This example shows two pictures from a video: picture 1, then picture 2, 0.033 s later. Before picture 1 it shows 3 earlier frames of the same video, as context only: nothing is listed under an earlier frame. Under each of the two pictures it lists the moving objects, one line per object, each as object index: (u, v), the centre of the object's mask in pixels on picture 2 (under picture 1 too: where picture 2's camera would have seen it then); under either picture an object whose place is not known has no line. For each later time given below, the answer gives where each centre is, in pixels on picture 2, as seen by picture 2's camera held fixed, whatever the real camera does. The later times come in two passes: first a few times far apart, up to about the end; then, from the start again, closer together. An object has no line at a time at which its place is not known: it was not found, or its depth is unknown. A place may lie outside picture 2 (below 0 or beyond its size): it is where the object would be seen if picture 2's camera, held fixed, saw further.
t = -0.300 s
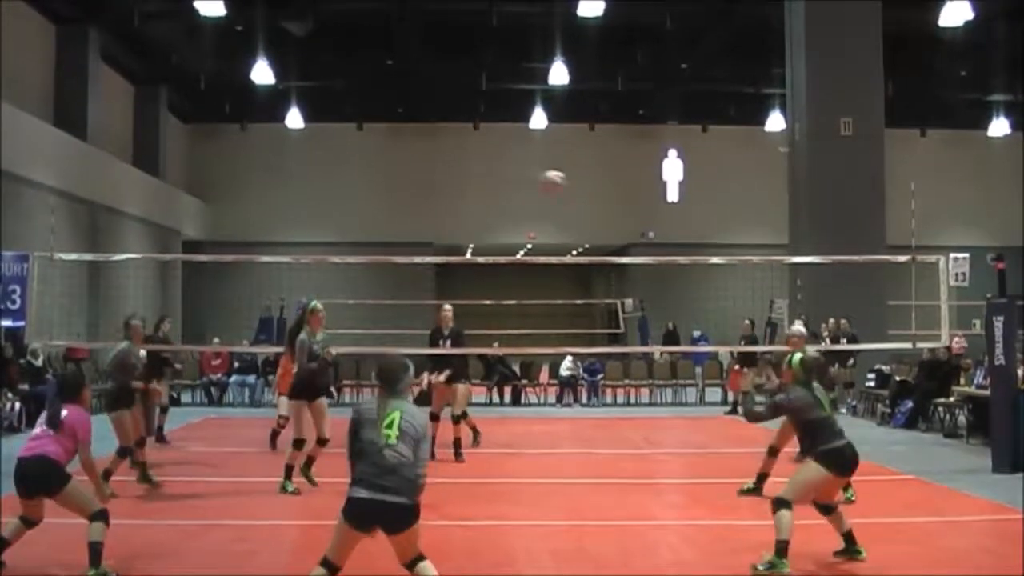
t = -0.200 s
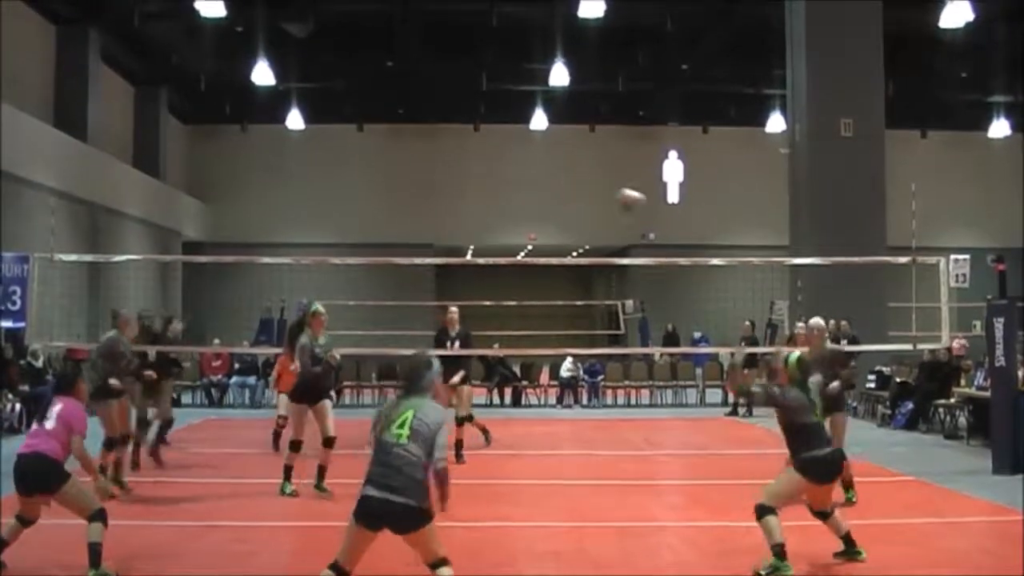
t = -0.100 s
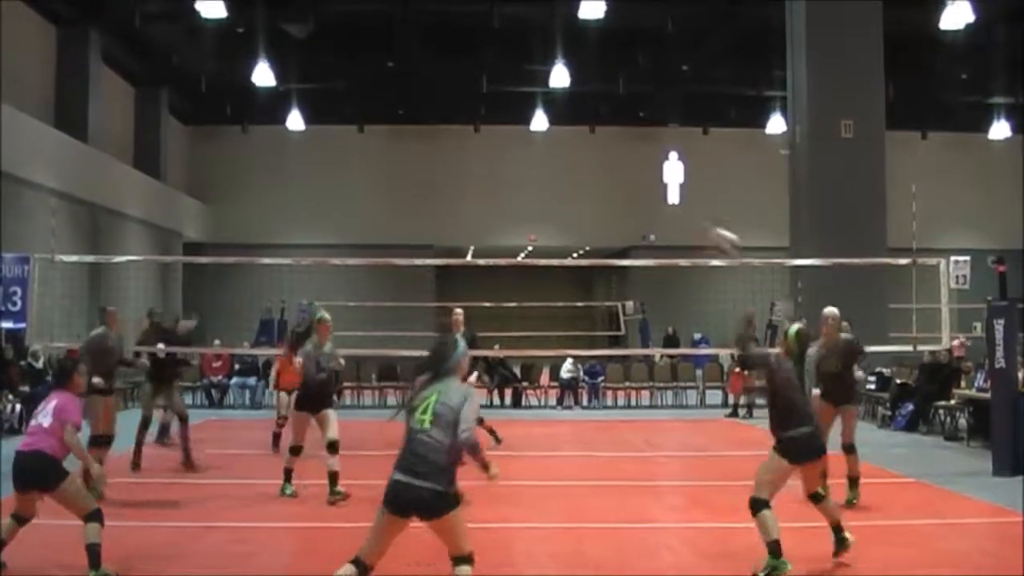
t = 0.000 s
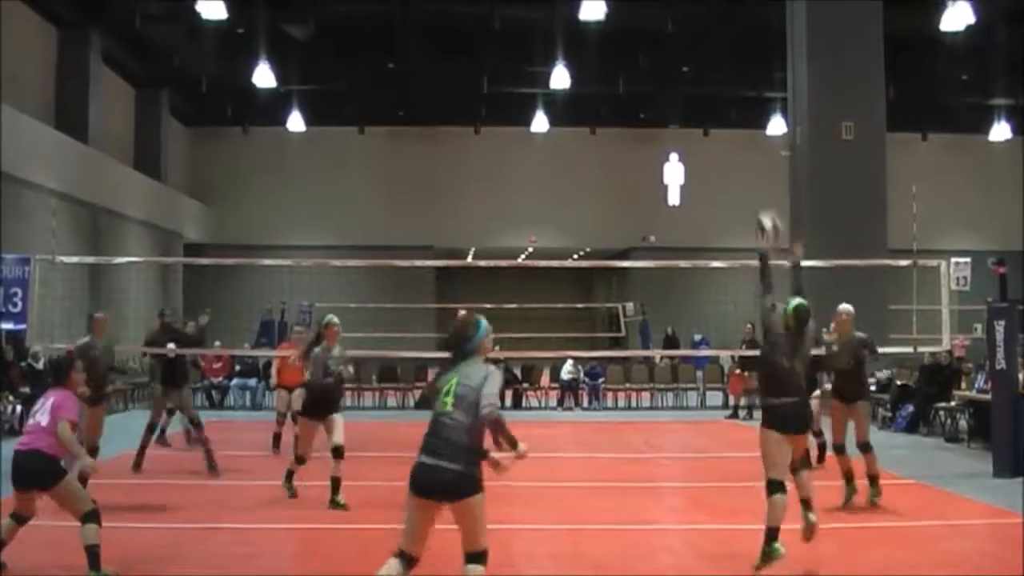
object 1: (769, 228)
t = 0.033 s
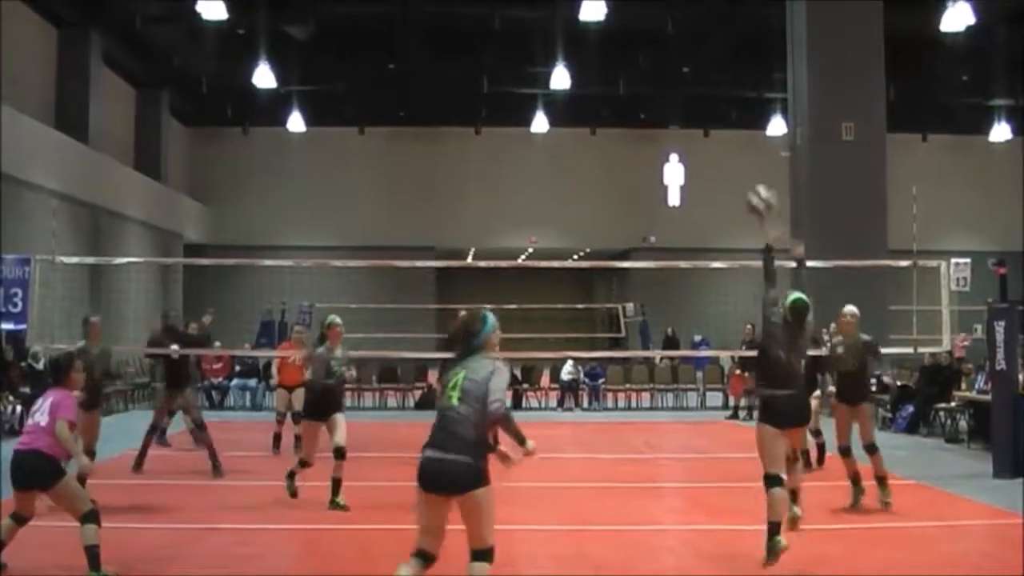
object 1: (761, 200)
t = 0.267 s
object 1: (714, 76)
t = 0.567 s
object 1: (658, 29)
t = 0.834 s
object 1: (614, 89)
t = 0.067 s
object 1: (755, 177)
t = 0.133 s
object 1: (740, 134)
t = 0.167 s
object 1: (733, 118)
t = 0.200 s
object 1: (727, 102)
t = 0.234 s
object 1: (720, 88)
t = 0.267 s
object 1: (714, 76)
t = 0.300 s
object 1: (707, 63)
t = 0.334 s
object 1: (700, 53)
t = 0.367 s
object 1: (694, 44)
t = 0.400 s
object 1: (688, 38)
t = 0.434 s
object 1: (682, 34)
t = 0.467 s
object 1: (676, 29)
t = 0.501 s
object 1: (669, 27)
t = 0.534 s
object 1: (663, 28)
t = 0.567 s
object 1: (658, 29)
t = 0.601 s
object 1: (652, 32)
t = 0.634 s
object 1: (647, 36)
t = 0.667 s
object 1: (641, 41)
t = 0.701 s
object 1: (635, 48)
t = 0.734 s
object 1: (629, 56)
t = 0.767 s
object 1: (624, 66)
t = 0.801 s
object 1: (619, 76)
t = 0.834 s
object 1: (614, 89)
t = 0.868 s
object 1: (608, 102)
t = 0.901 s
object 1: (603, 117)
